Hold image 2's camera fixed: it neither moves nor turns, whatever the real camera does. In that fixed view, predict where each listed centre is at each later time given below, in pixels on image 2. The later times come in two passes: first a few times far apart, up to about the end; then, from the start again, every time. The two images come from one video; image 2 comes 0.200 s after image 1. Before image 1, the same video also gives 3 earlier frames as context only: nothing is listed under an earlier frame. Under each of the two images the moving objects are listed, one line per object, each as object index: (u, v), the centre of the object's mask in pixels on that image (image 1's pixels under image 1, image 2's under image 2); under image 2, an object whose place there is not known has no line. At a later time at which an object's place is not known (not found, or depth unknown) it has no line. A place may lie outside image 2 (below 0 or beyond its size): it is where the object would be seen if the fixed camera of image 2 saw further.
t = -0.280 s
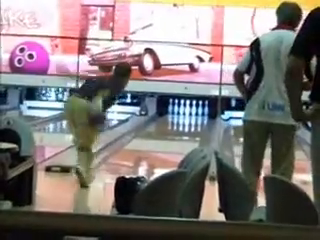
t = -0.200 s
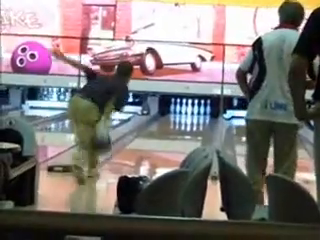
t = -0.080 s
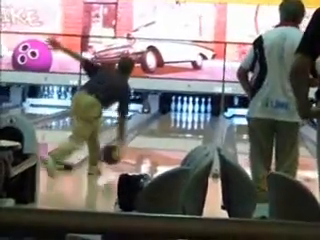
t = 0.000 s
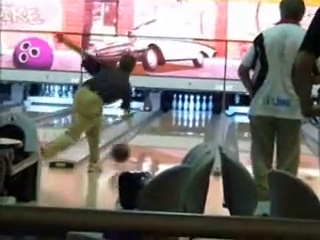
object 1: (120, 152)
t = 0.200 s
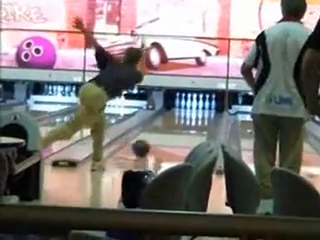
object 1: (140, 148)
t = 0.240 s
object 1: (143, 147)
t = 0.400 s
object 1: (155, 141)
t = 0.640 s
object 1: (169, 135)
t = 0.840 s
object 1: (179, 130)
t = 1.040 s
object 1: (186, 126)
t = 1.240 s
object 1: (193, 123)
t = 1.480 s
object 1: (200, 119)
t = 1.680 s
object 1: (205, 116)
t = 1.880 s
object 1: (207, 113)
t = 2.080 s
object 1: (207, 111)
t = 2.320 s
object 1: (203, 108)
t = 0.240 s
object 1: (143, 147)
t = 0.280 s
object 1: (147, 146)
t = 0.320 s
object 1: (149, 144)
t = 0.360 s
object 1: (152, 143)
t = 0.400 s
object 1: (155, 141)
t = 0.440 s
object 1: (158, 140)
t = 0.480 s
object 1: (160, 139)
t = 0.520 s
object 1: (162, 138)
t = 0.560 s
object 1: (165, 137)
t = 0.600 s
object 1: (167, 135)
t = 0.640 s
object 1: (169, 135)
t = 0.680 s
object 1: (171, 134)
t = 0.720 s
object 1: (173, 132)
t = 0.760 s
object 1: (175, 132)
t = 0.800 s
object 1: (176, 132)
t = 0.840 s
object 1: (179, 130)
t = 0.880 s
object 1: (180, 129)
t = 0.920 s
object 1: (182, 128)
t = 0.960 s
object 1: (184, 127)
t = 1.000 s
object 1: (185, 126)
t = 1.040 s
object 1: (186, 126)
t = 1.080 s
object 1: (188, 125)
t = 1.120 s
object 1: (189, 125)
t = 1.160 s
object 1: (190, 124)
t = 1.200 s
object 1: (192, 124)
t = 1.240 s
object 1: (193, 123)
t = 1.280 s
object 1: (195, 122)
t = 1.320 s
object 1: (196, 121)
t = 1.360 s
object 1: (196, 120)
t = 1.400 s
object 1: (198, 119)
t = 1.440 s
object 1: (199, 119)
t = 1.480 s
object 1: (200, 119)
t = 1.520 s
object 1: (201, 118)
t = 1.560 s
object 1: (202, 117)
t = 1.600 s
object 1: (203, 117)
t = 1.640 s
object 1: (204, 116)
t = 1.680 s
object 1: (205, 116)
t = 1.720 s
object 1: (205, 116)
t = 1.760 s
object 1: (206, 115)
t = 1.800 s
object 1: (206, 114)
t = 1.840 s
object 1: (207, 114)
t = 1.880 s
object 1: (207, 113)
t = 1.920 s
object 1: (207, 113)
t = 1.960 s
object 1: (207, 113)
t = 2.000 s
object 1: (207, 112)
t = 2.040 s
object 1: (207, 112)
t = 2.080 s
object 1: (207, 111)
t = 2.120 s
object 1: (206, 111)
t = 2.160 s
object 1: (206, 110)
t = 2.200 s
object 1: (205, 110)
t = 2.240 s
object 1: (205, 109)
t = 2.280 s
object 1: (203, 109)
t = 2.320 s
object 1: (203, 108)
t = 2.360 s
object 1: (202, 108)
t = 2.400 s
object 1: (202, 108)
